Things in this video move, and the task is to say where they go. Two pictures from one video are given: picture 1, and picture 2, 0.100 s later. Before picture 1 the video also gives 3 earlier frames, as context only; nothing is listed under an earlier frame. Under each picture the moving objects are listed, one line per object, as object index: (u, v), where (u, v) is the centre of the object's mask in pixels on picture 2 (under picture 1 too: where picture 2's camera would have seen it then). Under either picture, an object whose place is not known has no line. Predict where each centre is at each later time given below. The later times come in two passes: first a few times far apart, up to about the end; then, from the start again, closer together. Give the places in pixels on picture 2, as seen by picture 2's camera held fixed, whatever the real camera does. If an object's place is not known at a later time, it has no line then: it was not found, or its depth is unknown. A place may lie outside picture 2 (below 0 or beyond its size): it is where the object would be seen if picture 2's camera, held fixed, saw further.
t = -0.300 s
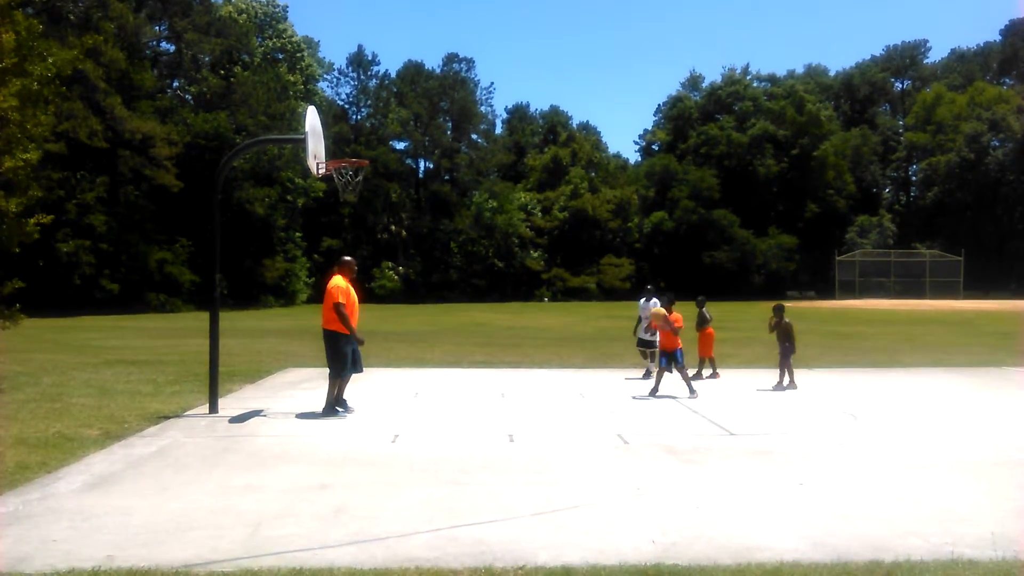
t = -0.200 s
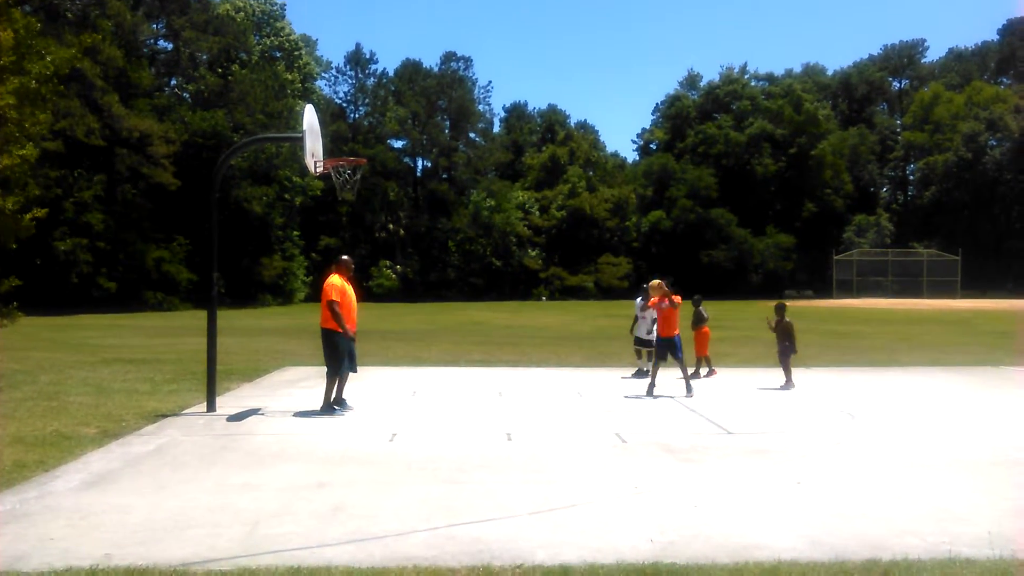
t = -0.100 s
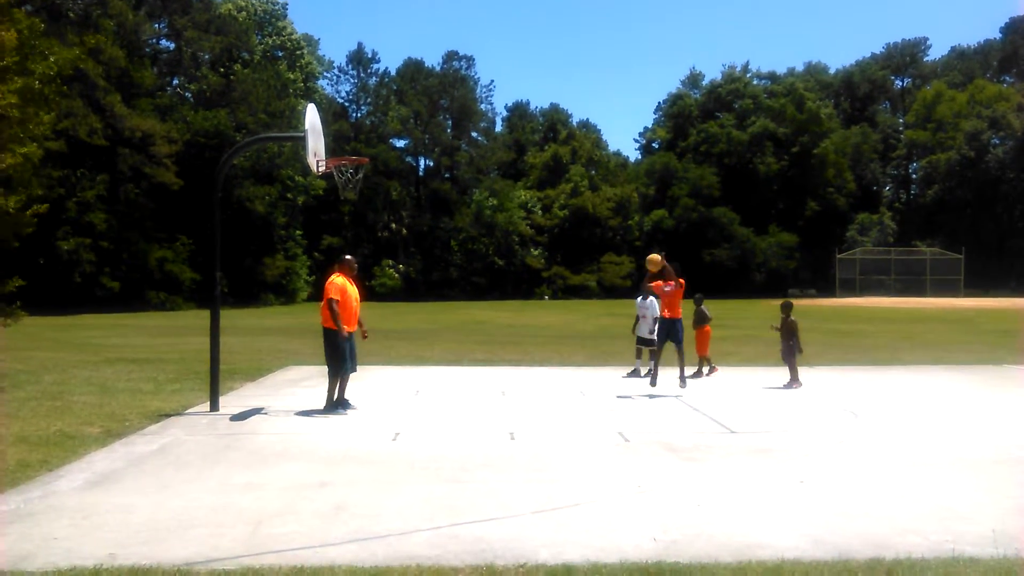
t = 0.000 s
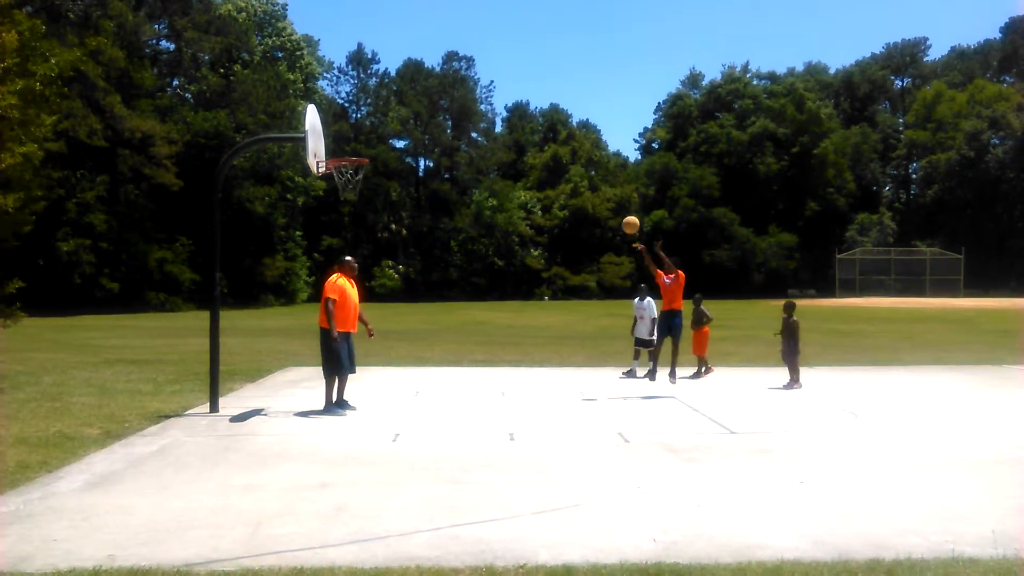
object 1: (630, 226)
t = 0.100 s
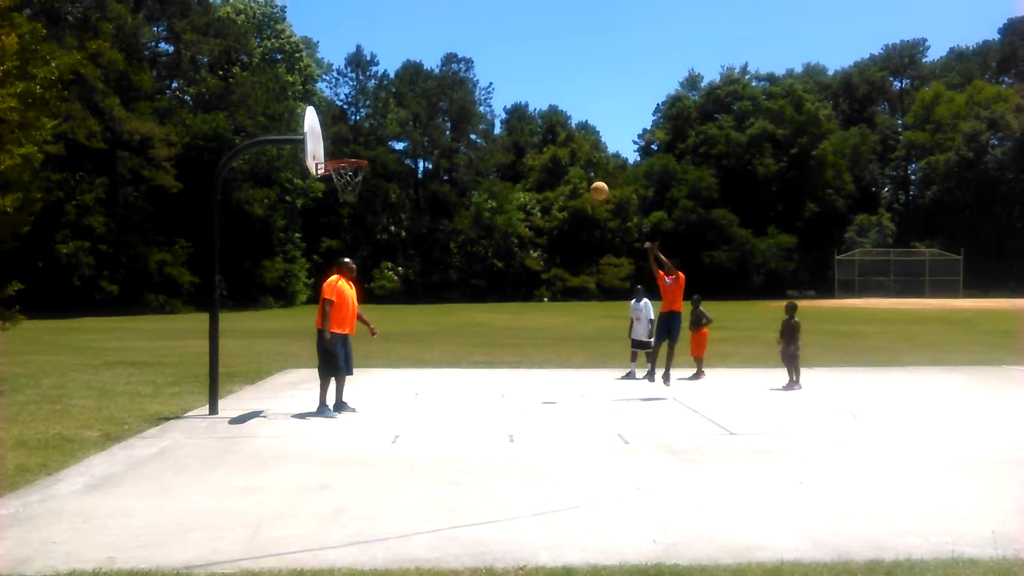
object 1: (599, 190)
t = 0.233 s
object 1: (557, 153)
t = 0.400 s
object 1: (505, 123)
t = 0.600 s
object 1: (441, 112)
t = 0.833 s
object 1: (365, 139)
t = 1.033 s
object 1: (342, 138)
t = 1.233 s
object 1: (350, 131)
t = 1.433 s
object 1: (359, 158)
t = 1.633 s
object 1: (368, 230)
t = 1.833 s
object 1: (380, 353)
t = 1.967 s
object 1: (388, 435)
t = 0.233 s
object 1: (557, 153)
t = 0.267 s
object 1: (547, 145)
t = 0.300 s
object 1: (537, 139)
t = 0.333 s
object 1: (526, 133)
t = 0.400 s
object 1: (505, 123)
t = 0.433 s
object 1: (495, 119)
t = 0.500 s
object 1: (473, 114)
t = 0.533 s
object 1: (463, 113)
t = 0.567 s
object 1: (452, 112)
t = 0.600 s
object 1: (441, 112)
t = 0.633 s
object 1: (430, 114)
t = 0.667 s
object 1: (419, 116)
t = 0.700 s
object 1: (408, 118)
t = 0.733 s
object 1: (398, 123)
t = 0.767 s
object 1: (387, 127)
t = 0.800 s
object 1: (376, 132)
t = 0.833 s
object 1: (365, 139)
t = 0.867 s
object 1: (353, 146)
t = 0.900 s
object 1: (341, 153)
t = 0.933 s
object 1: (338, 153)
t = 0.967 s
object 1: (340, 148)
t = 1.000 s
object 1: (341, 143)
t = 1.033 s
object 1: (342, 138)
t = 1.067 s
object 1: (343, 135)
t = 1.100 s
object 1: (344, 132)
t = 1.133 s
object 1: (346, 130)
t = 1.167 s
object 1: (347, 130)
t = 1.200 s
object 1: (349, 130)
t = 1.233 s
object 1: (350, 131)
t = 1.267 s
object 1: (351, 133)
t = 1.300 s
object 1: (353, 135)
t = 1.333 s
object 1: (354, 140)
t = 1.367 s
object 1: (356, 145)
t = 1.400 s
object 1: (357, 151)
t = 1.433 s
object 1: (359, 158)
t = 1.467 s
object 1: (361, 167)
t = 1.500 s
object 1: (362, 177)
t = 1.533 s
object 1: (363, 188)
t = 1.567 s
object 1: (365, 201)
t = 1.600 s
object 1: (367, 215)
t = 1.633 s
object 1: (368, 230)
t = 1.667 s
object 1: (370, 246)
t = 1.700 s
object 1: (372, 264)
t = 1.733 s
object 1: (374, 284)
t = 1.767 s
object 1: (376, 305)
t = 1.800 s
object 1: (378, 328)
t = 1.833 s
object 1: (380, 353)
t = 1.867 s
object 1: (383, 380)
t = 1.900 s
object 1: (384, 410)
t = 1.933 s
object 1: (387, 440)
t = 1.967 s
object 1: (388, 435)
